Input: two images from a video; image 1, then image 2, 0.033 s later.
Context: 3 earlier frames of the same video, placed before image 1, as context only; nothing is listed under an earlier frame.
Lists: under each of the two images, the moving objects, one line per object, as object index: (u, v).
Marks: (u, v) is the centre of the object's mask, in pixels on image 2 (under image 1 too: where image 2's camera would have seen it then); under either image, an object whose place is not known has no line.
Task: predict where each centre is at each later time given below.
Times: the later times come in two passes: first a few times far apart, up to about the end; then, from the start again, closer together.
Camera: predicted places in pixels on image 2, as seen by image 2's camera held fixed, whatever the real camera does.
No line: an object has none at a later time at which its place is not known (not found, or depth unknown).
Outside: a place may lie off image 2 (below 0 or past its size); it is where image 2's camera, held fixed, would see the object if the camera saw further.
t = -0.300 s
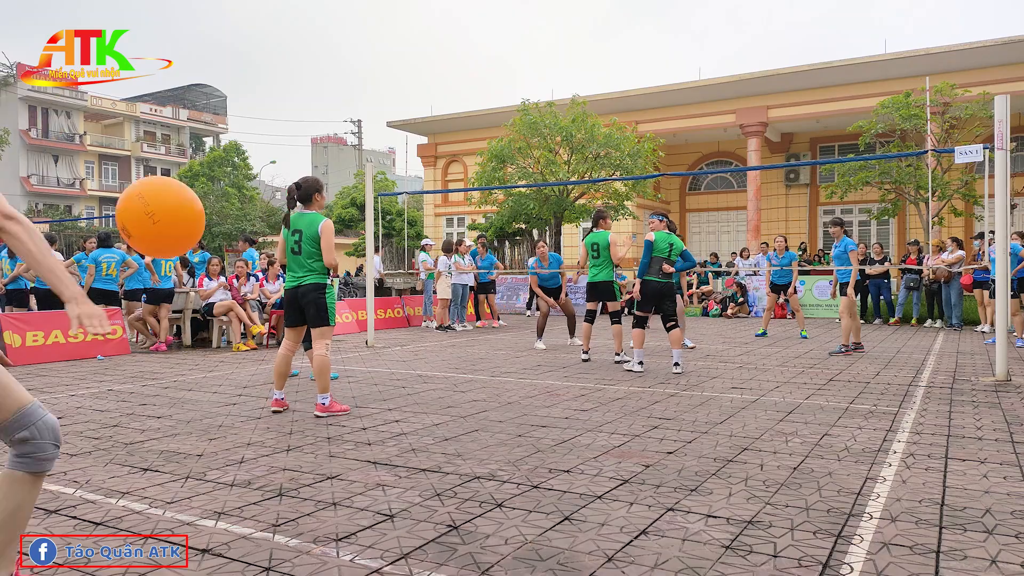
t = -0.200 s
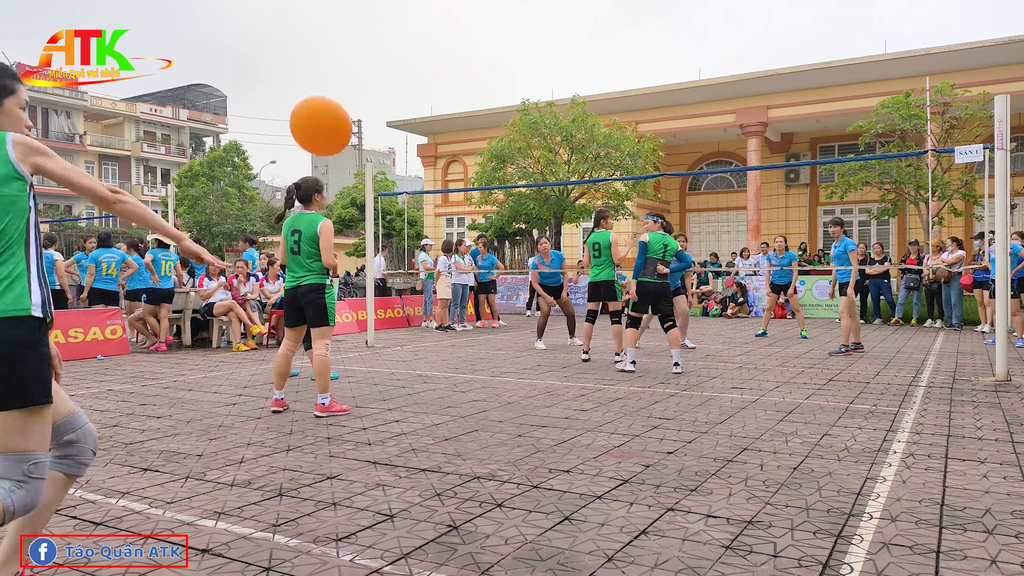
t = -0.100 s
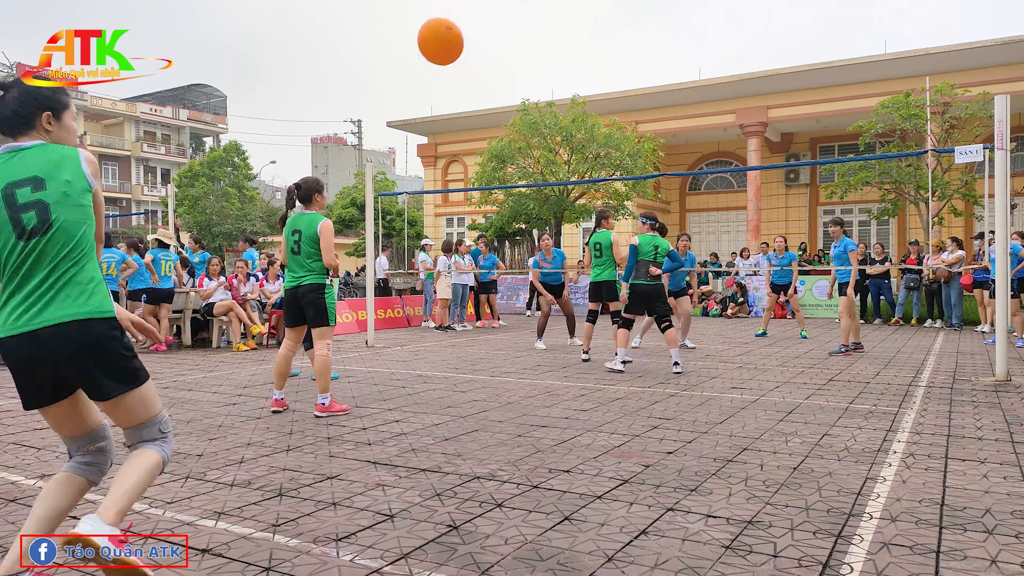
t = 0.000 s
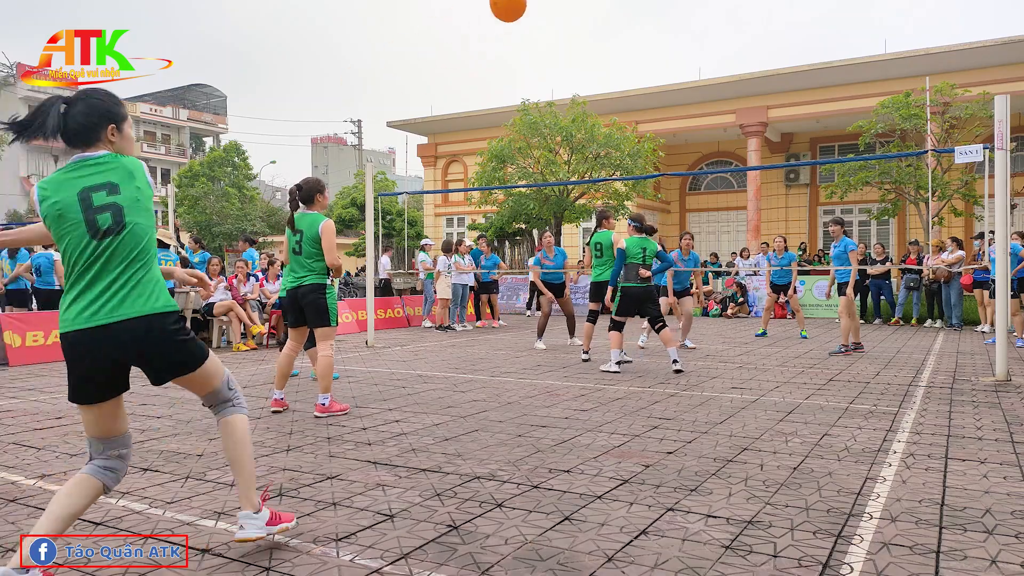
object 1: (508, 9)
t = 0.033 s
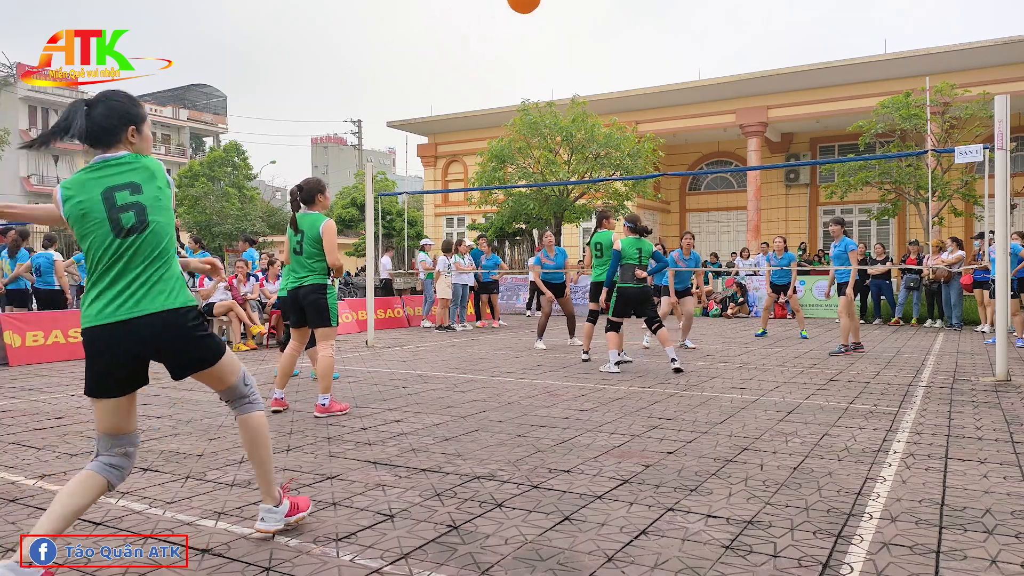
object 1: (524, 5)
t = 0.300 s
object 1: (597, 1)
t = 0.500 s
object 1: (624, 19)
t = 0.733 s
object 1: (645, 75)
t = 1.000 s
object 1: (663, 157)
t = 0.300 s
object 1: (597, 1)
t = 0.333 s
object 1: (602, 2)
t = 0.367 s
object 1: (608, 4)
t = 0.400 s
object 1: (612, 6)
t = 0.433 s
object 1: (617, 8)
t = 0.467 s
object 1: (621, 13)
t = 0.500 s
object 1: (624, 19)
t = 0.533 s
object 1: (628, 26)
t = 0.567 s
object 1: (631, 34)
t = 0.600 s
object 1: (634, 41)
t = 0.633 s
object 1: (637, 49)
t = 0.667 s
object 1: (640, 58)
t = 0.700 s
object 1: (642, 66)
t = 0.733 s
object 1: (645, 75)
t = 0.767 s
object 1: (647, 85)
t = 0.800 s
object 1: (650, 94)
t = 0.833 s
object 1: (652, 103)
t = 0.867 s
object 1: (654, 114)
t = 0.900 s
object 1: (657, 124)
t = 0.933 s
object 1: (659, 136)
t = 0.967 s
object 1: (661, 146)
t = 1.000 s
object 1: (663, 157)
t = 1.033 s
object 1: (665, 167)
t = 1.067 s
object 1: (666, 181)
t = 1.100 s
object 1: (669, 192)
